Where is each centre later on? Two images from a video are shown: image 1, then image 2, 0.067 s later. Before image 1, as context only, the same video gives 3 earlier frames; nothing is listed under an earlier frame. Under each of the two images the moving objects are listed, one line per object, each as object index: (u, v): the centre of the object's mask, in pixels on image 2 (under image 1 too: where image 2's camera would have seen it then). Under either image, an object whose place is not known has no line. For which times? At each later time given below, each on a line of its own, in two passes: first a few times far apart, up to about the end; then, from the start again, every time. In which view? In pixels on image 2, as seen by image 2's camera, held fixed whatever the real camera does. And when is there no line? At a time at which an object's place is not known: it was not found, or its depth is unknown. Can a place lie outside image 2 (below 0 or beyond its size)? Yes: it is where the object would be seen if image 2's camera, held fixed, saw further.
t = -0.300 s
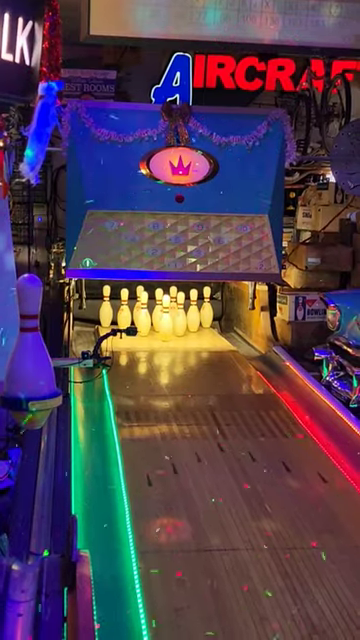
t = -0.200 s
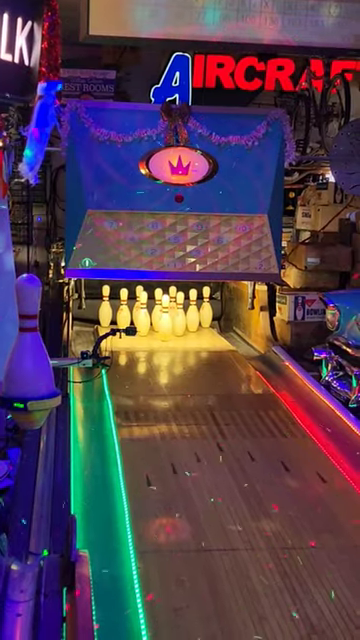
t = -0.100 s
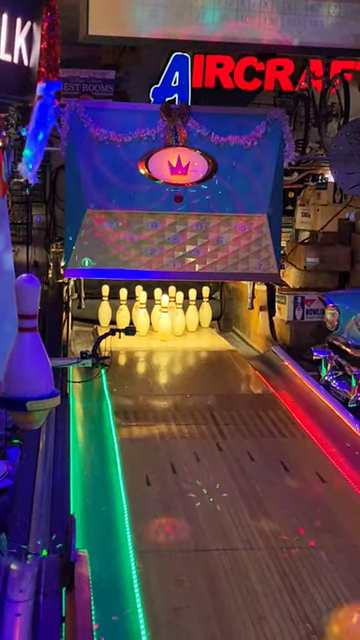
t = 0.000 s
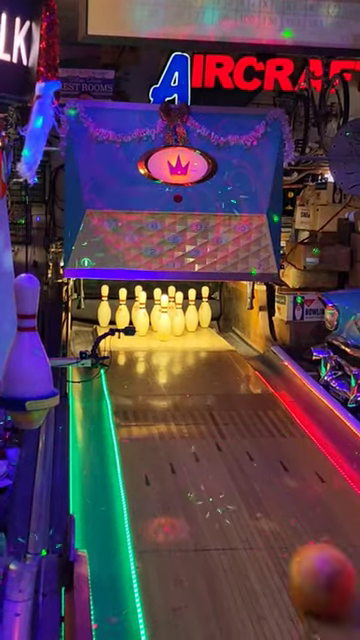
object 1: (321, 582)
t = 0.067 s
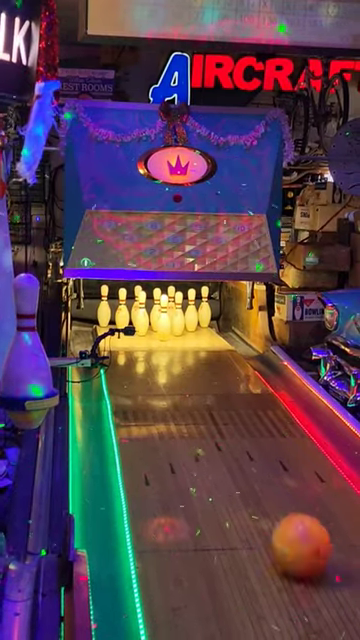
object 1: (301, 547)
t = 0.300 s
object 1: (250, 467)
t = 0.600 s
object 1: (215, 409)
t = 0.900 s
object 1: (198, 375)
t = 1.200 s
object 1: (188, 353)
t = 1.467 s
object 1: (185, 341)
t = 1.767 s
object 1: (187, 333)
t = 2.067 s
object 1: (193, 328)
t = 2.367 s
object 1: (200, 326)
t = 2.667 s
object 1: (208, 325)
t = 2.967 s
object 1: (217, 323)
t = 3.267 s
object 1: (224, 323)
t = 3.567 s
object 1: (228, 327)
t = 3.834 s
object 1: (228, 326)
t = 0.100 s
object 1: (291, 533)
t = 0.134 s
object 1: (283, 519)
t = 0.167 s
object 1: (275, 507)
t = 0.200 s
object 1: (268, 496)
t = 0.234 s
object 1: (262, 486)
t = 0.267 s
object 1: (255, 475)
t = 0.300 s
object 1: (250, 467)
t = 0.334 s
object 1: (246, 458)
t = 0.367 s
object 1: (241, 451)
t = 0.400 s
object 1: (237, 443)
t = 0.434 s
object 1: (233, 437)
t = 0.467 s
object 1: (229, 431)
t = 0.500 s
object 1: (226, 424)
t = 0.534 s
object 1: (222, 419)
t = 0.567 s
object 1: (219, 413)
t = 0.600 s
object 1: (215, 409)
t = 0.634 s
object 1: (212, 401)
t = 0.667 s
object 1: (211, 398)
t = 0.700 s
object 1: (208, 394)
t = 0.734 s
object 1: (206, 390)
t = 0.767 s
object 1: (204, 386)
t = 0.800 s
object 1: (202, 382)
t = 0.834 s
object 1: (201, 380)
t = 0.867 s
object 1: (201, 378)
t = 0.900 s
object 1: (198, 375)
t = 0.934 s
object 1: (196, 371)
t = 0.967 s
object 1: (195, 369)
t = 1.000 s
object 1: (193, 366)
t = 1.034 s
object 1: (192, 363)
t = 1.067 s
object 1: (191, 361)
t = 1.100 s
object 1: (190, 359)
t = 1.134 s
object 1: (189, 357)
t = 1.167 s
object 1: (189, 355)
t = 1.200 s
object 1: (188, 353)
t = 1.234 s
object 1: (187, 351)
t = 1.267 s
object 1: (186, 349)
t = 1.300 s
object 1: (186, 348)
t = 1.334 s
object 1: (186, 346)
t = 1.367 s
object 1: (185, 345)
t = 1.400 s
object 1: (185, 343)
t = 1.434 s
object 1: (185, 342)
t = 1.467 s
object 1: (185, 341)
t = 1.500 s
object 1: (185, 339)
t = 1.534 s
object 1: (185, 338)
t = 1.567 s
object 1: (185, 337)
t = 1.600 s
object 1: (185, 336)
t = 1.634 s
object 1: (185, 335)
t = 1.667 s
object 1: (186, 334)
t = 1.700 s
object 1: (186, 333)
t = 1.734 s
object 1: (186, 333)
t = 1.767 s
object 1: (187, 333)
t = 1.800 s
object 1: (187, 332)
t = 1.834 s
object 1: (188, 332)
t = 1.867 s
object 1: (188, 331)
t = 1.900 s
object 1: (189, 331)
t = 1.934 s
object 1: (189, 331)
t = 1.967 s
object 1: (190, 330)
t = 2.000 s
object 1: (190, 329)
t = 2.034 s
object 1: (191, 329)
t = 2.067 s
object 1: (193, 328)
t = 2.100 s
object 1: (194, 328)
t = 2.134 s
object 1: (195, 328)
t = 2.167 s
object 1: (195, 328)
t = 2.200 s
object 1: (196, 328)
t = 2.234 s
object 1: (196, 328)
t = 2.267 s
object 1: (196, 327)
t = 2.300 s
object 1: (197, 327)
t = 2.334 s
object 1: (198, 327)
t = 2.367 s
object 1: (200, 326)
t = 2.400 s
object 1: (201, 326)
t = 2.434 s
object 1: (202, 326)
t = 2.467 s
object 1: (204, 326)
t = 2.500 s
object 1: (205, 326)
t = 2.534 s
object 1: (206, 326)
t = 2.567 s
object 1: (206, 325)
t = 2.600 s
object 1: (207, 326)
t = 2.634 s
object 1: (208, 326)
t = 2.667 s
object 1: (208, 325)
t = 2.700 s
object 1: (209, 325)
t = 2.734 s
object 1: (210, 325)
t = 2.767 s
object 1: (210, 325)
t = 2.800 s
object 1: (211, 324)
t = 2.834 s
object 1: (213, 324)
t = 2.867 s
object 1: (214, 324)
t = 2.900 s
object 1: (215, 324)
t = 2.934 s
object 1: (216, 323)
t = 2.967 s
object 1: (217, 323)
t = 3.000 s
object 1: (217, 323)
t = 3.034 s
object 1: (218, 323)
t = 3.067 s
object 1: (218, 323)
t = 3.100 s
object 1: (219, 323)
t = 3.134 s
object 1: (219, 323)
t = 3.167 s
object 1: (220, 323)
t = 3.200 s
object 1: (221, 323)
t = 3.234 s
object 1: (222, 323)
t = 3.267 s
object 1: (224, 323)
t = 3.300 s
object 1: (226, 325)
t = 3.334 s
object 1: (228, 327)
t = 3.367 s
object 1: (230, 327)
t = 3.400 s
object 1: (230, 327)
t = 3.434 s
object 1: (229, 327)
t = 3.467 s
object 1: (229, 327)
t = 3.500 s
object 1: (229, 327)
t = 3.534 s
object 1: (229, 327)
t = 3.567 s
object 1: (228, 327)
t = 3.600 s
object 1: (228, 327)
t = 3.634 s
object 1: (228, 327)
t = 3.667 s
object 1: (229, 327)
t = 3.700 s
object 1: (228, 326)
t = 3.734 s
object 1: (228, 326)
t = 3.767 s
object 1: (228, 326)
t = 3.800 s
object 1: (227, 326)
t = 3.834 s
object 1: (228, 326)
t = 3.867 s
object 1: (227, 326)
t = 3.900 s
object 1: (227, 325)
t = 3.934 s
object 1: (227, 325)
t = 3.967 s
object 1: (227, 325)
